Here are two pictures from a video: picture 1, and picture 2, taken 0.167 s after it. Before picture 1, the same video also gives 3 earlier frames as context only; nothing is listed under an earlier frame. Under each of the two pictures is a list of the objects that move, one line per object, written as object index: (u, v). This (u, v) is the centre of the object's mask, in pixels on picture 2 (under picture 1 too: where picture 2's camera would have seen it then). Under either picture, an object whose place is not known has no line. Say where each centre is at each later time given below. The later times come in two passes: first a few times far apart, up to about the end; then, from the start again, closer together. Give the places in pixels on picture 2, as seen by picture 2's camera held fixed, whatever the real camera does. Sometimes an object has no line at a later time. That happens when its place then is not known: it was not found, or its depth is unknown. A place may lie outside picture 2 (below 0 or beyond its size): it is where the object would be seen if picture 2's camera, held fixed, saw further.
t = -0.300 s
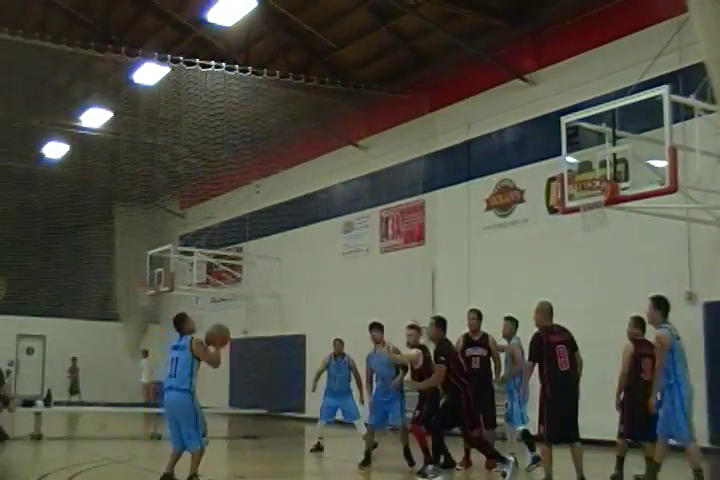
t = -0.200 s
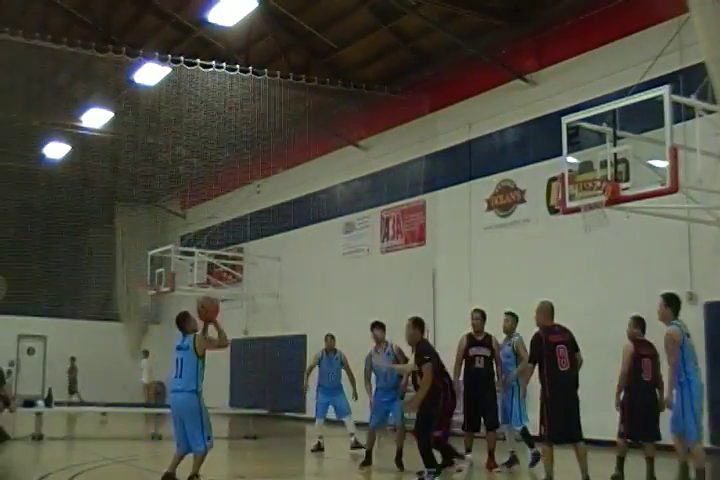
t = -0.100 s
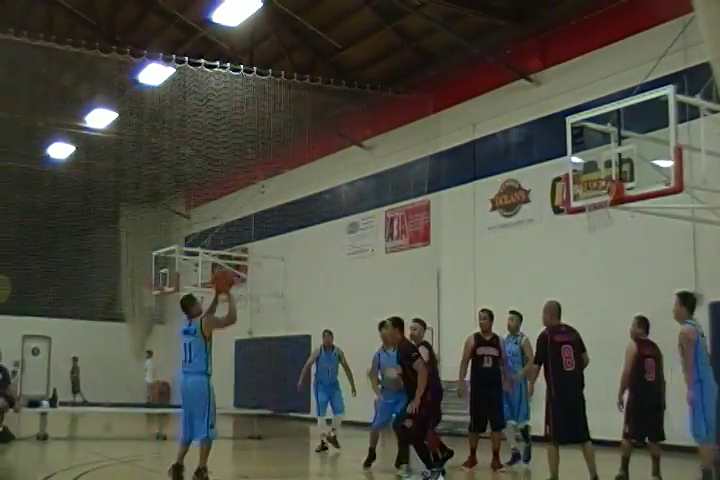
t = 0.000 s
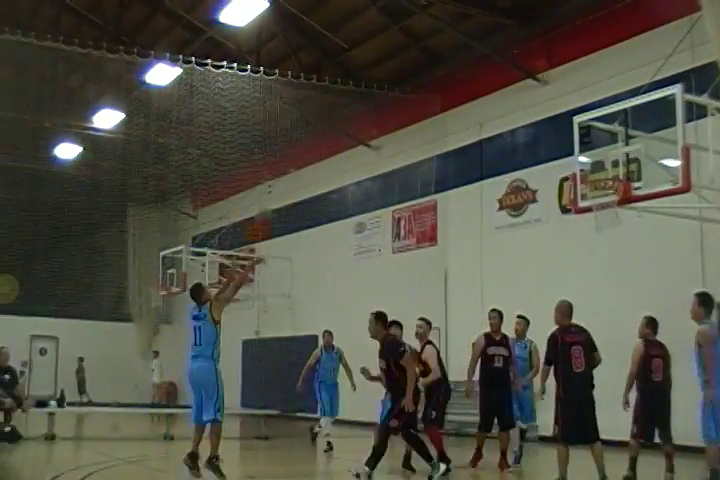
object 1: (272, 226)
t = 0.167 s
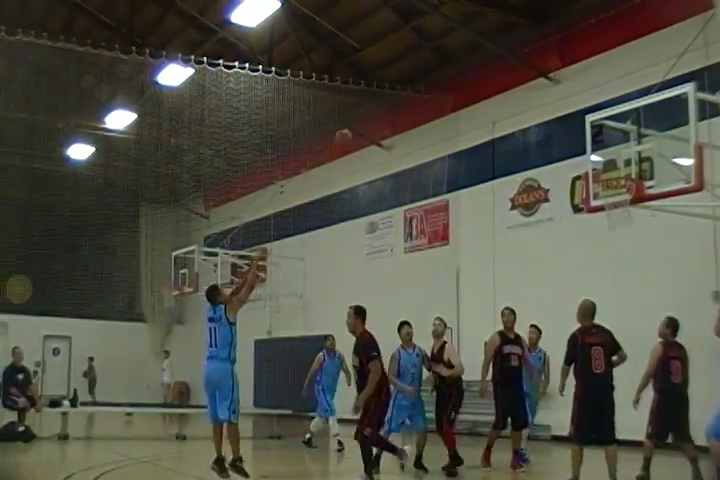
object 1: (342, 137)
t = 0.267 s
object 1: (380, 114)
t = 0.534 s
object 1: (473, 80)
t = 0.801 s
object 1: (558, 111)
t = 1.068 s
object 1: (623, 205)
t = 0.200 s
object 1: (355, 129)
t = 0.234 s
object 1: (368, 121)
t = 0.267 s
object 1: (380, 114)
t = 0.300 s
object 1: (393, 102)
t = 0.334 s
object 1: (404, 97)
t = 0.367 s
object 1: (416, 90)
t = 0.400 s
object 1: (428, 85)
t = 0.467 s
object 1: (451, 82)
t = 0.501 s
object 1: (463, 80)
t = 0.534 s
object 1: (473, 80)
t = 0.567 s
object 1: (485, 81)
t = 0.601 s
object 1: (495, 82)
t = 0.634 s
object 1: (506, 85)
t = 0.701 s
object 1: (527, 95)
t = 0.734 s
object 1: (537, 100)
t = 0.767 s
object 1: (548, 105)
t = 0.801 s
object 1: (558, 111)
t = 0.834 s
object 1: (568, 119)
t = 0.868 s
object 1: (578, 131)
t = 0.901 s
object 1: (588, 139)
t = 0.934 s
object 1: (599, 152)
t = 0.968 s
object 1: (609, 165)
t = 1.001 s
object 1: (615, 174)
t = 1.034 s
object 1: (627, 191)
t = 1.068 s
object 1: (623, 205)
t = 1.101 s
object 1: (623, 220)
